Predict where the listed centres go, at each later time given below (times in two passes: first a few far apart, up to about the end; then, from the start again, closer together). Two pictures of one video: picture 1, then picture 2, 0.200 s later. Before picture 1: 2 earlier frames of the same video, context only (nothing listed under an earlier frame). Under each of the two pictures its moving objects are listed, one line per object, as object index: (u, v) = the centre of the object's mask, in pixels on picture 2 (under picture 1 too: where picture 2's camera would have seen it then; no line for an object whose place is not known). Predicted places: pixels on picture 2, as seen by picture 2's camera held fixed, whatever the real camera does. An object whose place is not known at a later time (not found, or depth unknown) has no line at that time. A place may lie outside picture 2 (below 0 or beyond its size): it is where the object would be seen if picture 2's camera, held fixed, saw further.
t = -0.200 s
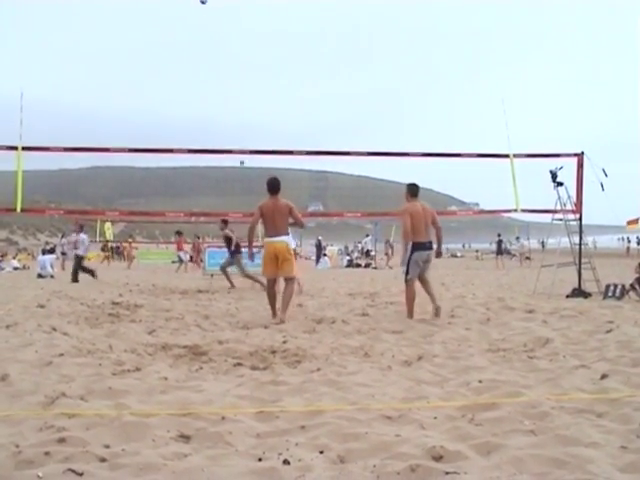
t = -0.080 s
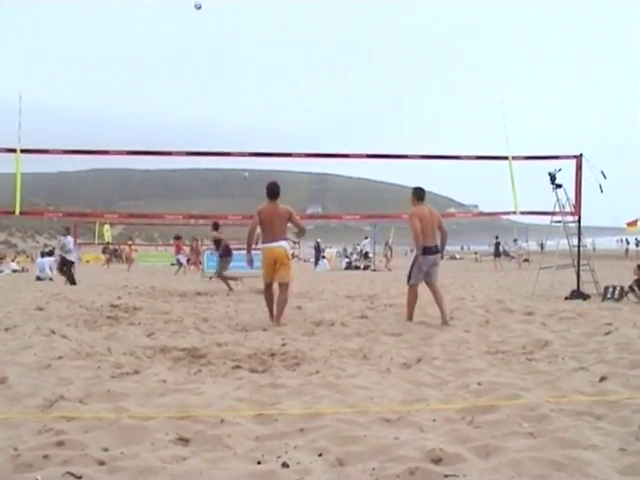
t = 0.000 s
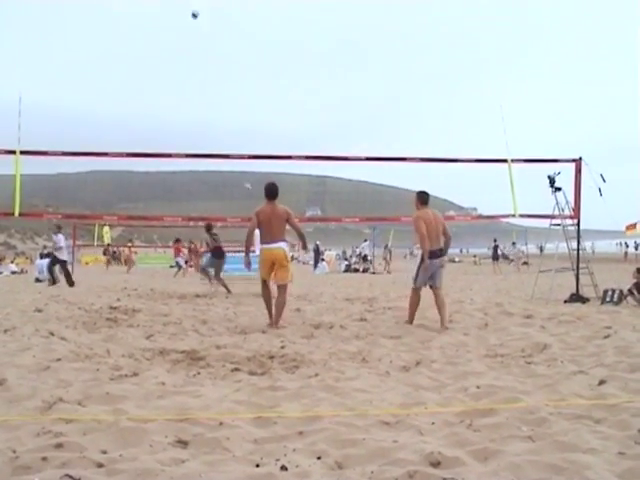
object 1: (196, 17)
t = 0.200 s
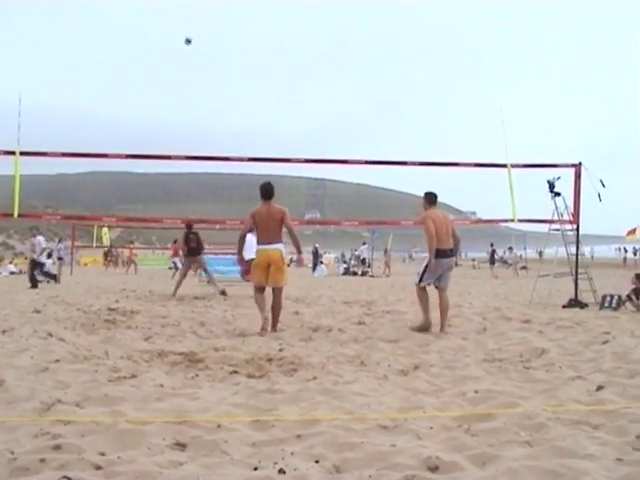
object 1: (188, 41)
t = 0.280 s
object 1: (185, 53)
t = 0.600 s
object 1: (174, 126)
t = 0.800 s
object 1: (169, 184)
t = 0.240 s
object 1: (186, 46)
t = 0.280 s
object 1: (185, 53)
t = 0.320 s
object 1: (184, 60)
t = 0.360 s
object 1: (182, 69)
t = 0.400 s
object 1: (181, 77)
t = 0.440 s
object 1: (179, 85)
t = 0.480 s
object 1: (178, 95)
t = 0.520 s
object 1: (177, 105)
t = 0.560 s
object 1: (175, 116)
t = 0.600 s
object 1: (174, 126)
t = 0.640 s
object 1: (173, 137)
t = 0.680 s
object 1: (172, 149)
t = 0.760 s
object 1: (171, 176)
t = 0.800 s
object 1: (169, 184)
